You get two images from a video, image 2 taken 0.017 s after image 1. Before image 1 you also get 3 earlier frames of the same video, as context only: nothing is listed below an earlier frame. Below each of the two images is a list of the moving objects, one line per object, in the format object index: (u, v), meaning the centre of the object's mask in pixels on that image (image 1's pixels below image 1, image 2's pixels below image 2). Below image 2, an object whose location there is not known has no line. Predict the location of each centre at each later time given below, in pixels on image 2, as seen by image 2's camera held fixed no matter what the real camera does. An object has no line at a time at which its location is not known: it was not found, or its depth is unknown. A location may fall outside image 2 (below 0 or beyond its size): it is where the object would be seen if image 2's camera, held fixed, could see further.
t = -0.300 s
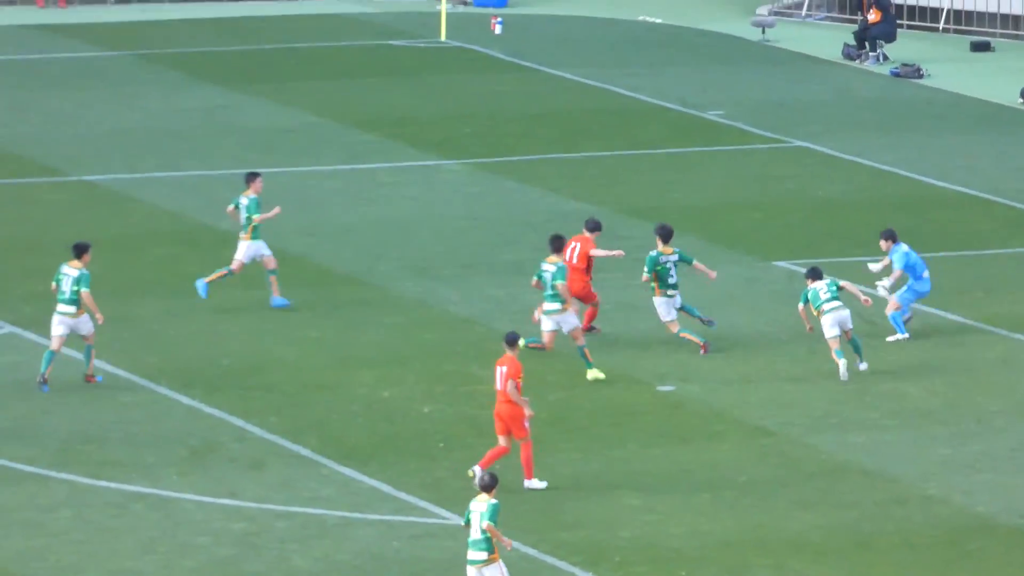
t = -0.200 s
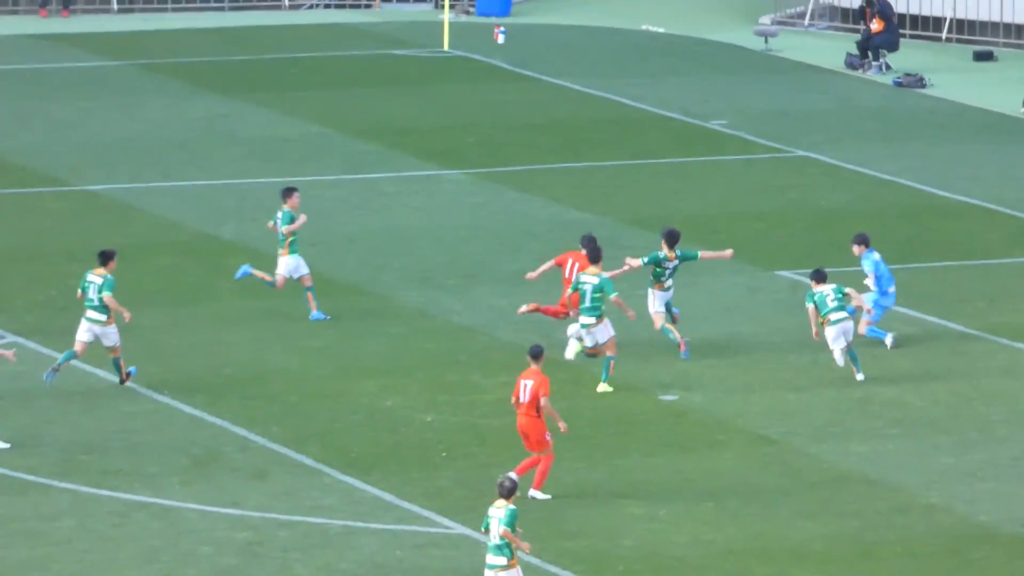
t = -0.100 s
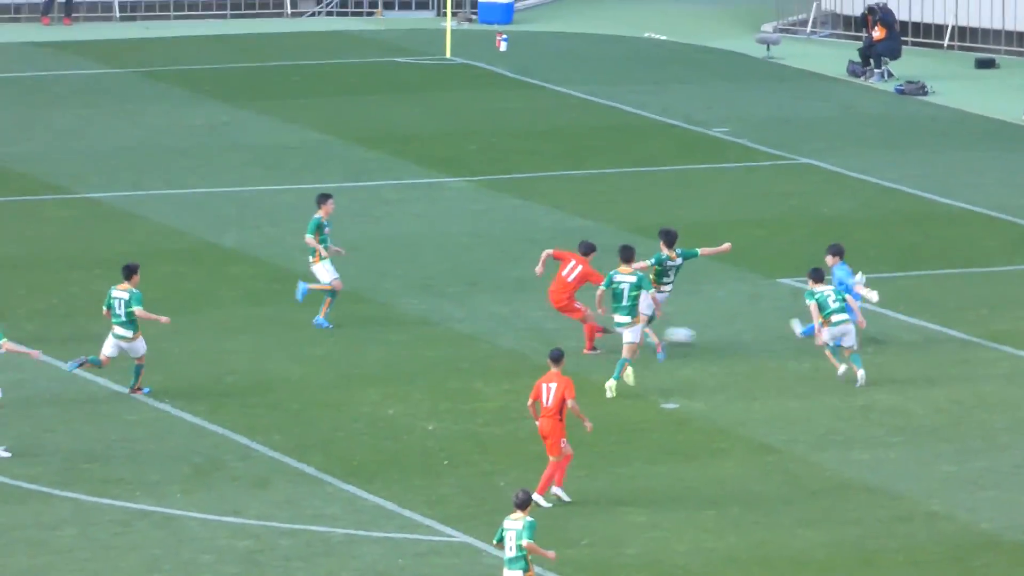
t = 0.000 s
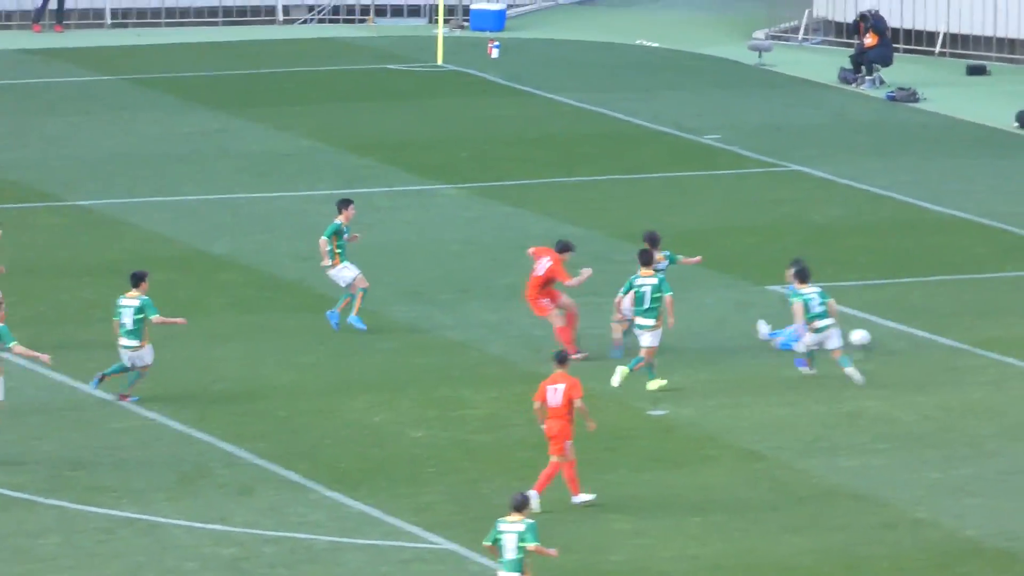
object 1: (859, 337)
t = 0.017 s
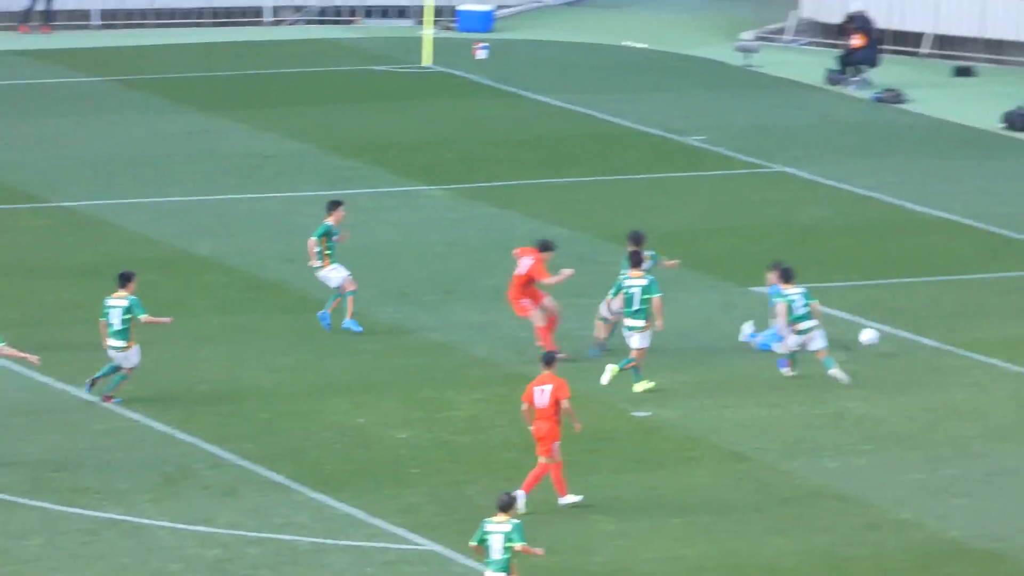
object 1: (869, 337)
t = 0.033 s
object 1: (895, 336)
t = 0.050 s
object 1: (921, 335)
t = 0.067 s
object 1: (947, 334)
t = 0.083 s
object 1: (972, 334)
